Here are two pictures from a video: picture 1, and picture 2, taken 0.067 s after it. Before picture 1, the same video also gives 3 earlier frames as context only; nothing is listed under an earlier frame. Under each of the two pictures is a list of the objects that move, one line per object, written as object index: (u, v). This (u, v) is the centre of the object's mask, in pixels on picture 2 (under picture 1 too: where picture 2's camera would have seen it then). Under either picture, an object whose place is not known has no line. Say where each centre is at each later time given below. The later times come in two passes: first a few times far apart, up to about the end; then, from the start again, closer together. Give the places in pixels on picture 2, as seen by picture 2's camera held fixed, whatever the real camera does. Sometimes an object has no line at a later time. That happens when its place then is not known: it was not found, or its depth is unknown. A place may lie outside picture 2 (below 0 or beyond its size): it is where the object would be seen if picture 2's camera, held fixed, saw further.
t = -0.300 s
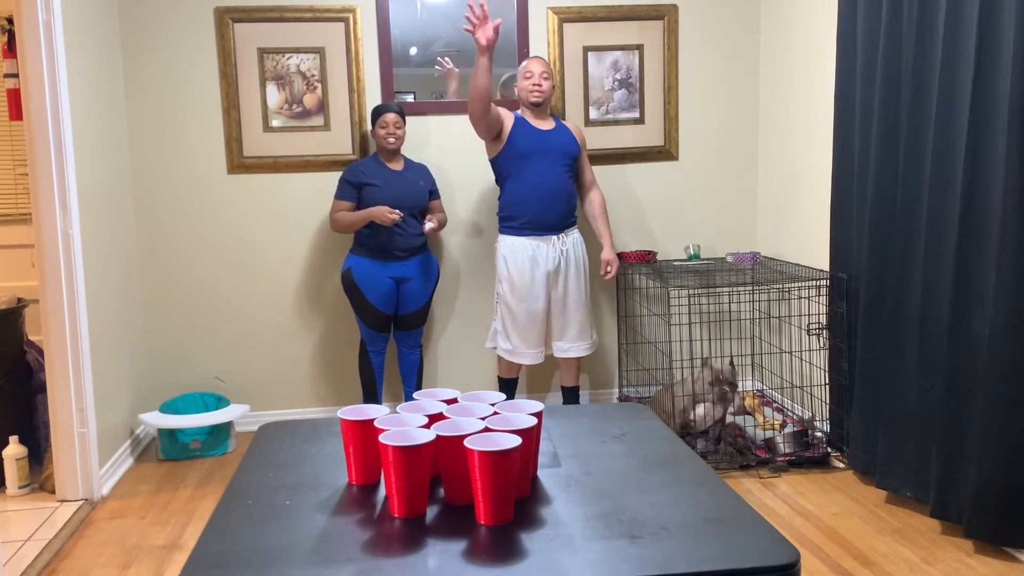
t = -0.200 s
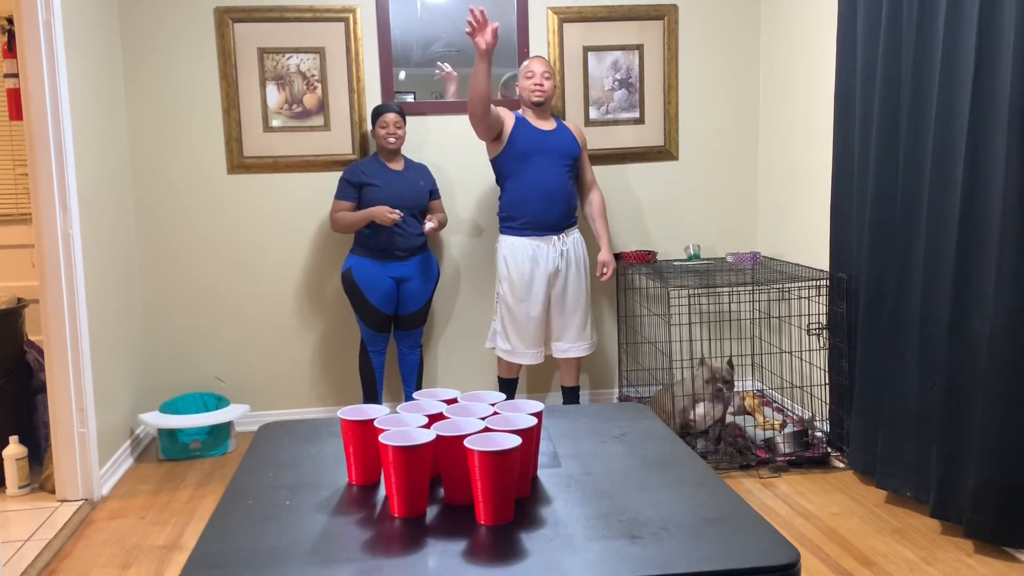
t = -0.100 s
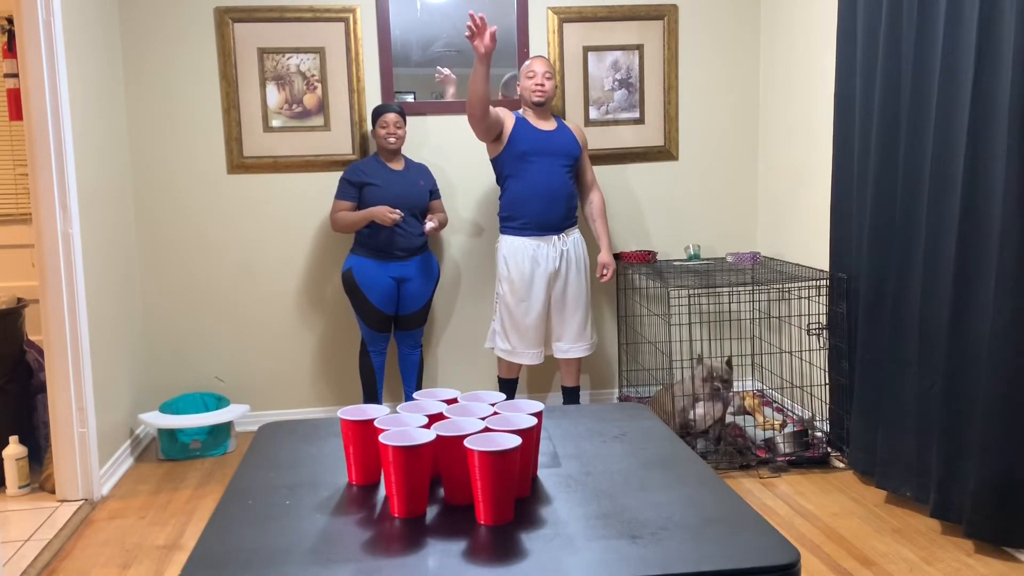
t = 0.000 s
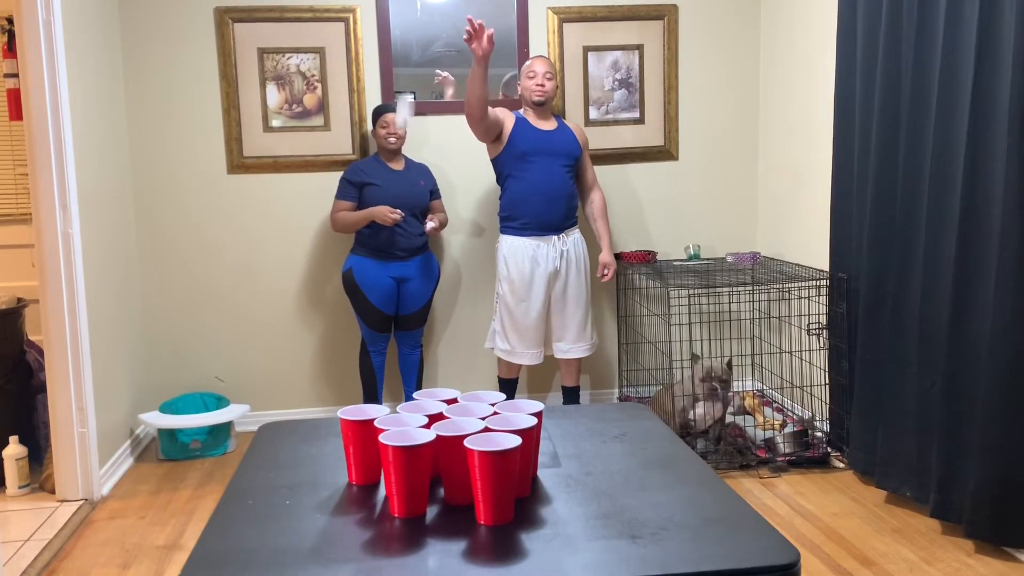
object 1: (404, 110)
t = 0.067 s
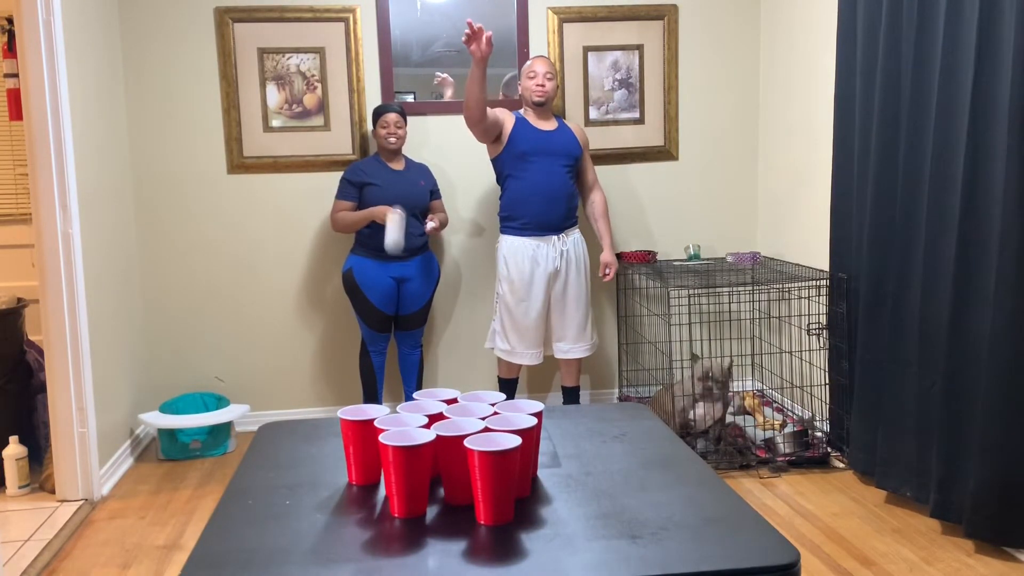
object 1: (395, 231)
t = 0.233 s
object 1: (386, 380)
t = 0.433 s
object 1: (339, 312)
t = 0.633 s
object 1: (307, 413)
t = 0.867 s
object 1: (310, 392)
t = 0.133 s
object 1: (385, 377)
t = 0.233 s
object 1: (386, 380)
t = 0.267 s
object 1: (376, 354)
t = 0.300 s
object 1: (368, 334)
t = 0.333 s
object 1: (360, 320)
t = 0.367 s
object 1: (352, 312)
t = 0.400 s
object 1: (345, 309)
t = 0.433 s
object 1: (339, 312)
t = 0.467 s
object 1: (332, 320)
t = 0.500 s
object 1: (327, 333)
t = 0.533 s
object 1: (321, 350)
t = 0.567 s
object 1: (317, 372)
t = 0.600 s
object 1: (312, 397)
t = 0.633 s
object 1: (307, 413)
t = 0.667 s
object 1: (307, 396)
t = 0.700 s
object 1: (307, 383)
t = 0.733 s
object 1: (307, 375)
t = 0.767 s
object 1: (308, 373)
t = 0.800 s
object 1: (308, 375)
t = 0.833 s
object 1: (309, 381)
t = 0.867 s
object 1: (310, 392)
